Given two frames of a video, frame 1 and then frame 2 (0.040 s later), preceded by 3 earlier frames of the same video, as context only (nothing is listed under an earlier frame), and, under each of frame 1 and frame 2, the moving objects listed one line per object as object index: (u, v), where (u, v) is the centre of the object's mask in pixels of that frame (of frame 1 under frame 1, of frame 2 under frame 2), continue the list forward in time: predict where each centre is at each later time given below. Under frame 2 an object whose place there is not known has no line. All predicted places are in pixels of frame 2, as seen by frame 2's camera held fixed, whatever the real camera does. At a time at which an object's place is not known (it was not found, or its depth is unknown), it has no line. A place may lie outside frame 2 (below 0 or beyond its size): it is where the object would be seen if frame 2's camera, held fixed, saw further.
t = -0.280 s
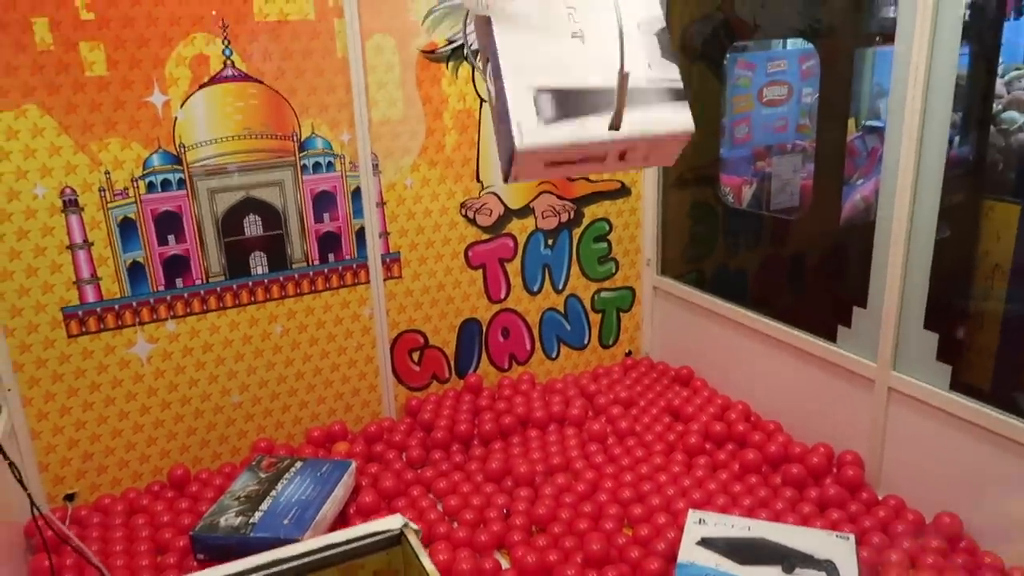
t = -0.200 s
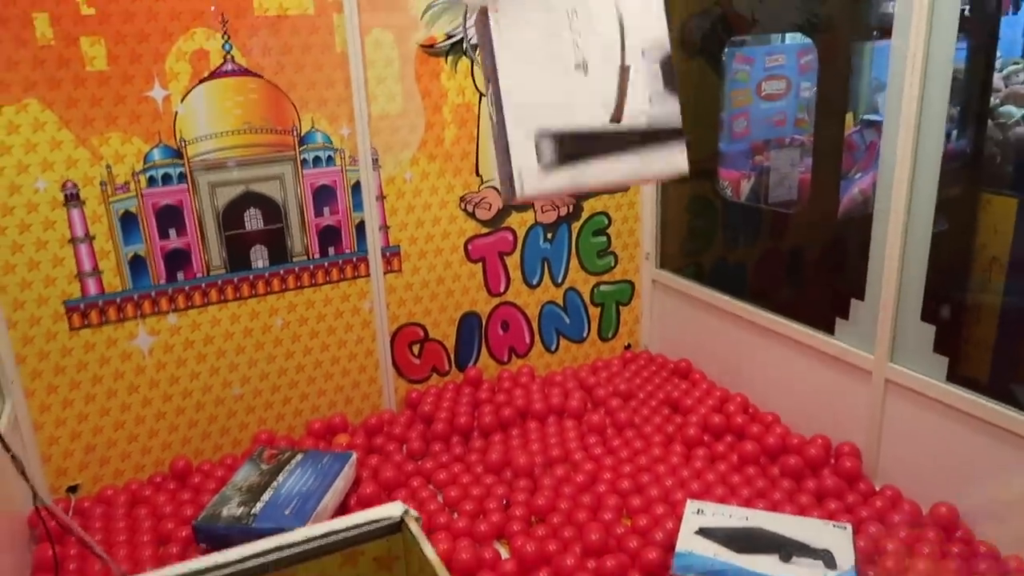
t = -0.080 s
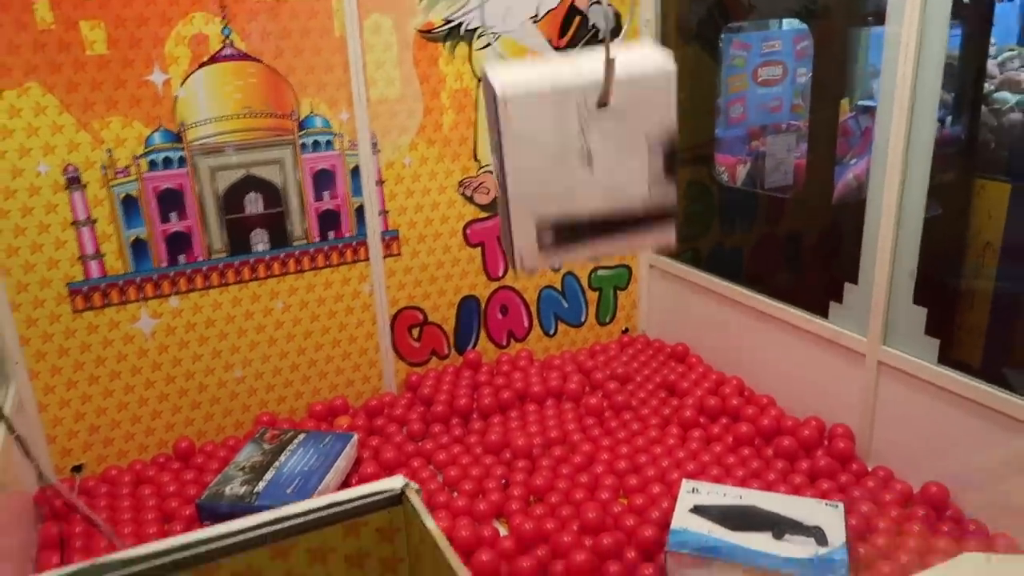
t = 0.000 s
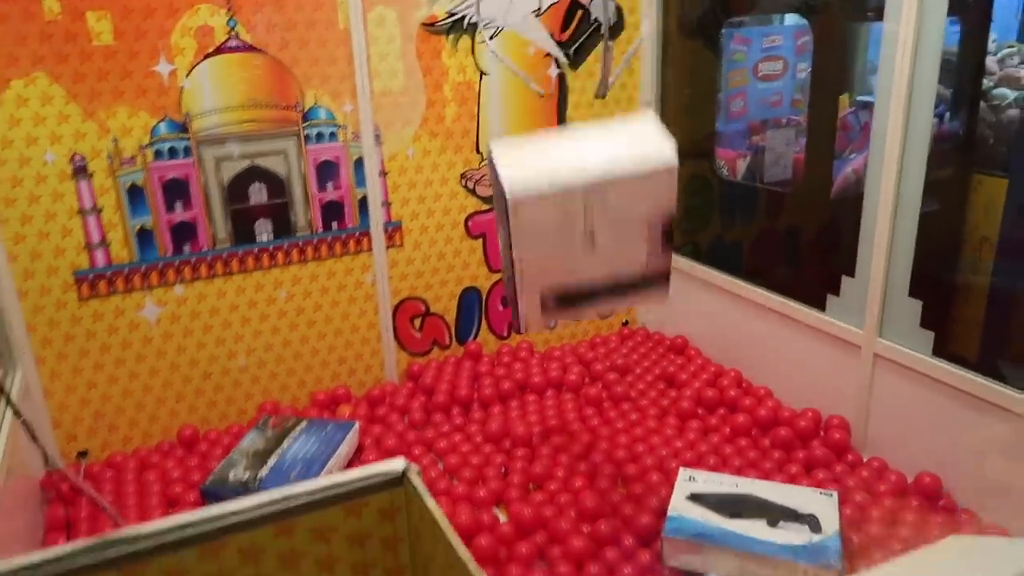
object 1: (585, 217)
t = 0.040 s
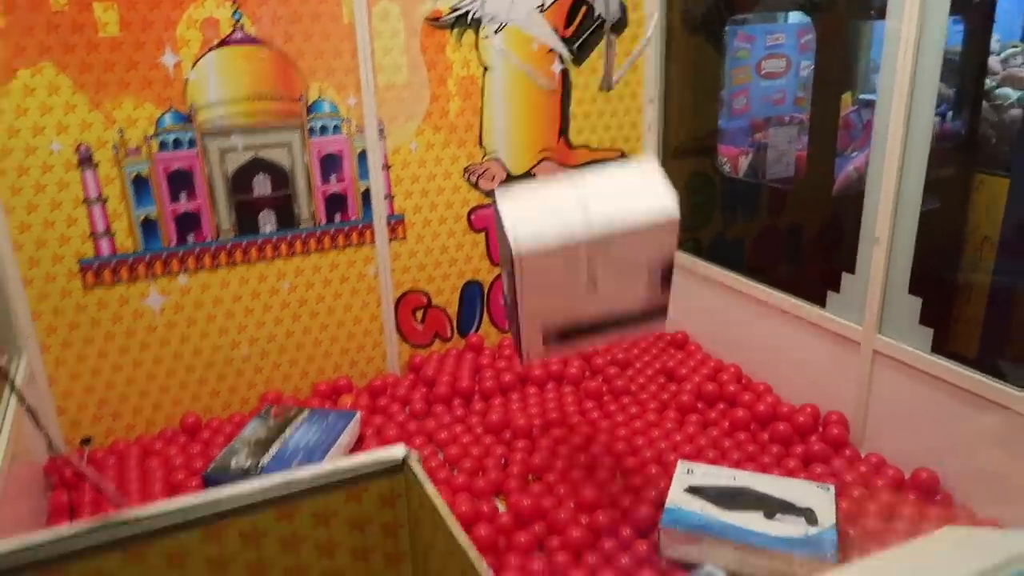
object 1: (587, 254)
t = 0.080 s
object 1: (587, 300)
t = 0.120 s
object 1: (587, 350)
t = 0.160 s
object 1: (587, 402)
